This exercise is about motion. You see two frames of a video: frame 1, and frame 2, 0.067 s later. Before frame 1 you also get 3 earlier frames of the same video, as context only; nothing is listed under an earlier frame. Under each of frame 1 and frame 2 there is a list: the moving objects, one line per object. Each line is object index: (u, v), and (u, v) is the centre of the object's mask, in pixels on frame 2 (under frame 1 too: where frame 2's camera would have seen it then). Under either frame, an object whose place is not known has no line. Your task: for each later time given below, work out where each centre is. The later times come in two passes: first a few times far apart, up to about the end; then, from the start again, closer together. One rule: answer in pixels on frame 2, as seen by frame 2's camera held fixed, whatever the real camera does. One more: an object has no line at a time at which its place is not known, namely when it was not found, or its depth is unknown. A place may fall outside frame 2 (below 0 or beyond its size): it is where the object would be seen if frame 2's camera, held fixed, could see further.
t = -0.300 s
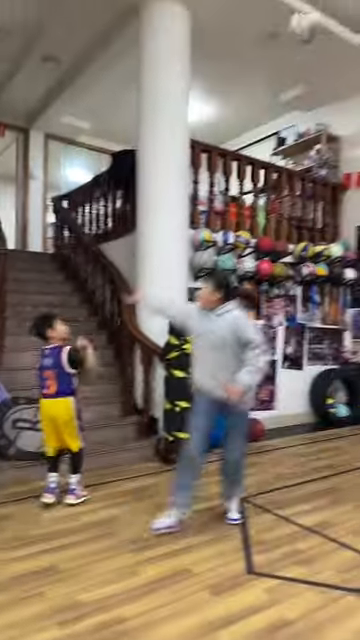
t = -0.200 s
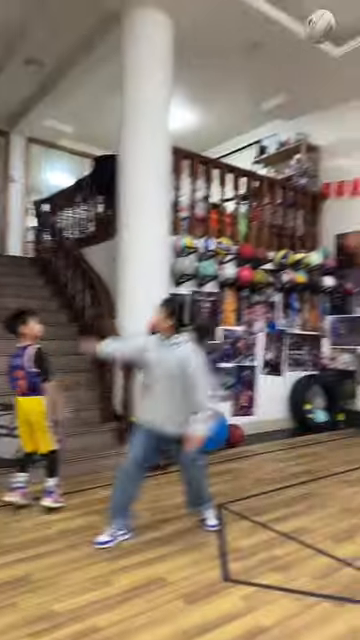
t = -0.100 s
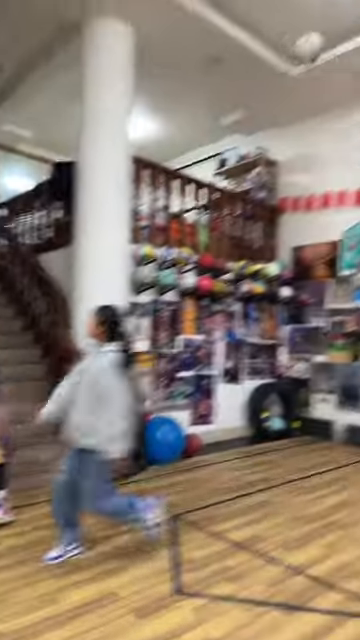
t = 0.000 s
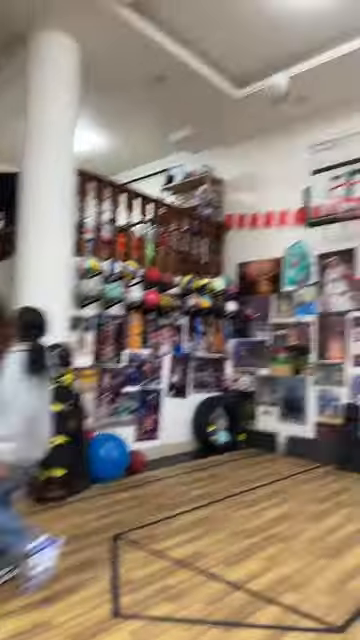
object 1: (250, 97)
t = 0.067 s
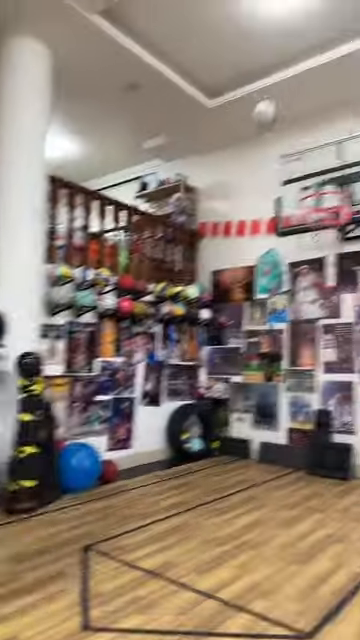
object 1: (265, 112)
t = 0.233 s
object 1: (300, 169)
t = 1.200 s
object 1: (355, 391)
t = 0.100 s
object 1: (272, 123)
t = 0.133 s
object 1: (279, 133)
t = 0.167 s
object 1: (287, 145)
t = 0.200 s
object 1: (293, 159)
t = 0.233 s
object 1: (300, 169)
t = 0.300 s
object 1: (316, 210)
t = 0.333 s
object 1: (322, 214)
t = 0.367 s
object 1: (328, 227)
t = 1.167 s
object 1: (358, 392)
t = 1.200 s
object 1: (355, 391)
